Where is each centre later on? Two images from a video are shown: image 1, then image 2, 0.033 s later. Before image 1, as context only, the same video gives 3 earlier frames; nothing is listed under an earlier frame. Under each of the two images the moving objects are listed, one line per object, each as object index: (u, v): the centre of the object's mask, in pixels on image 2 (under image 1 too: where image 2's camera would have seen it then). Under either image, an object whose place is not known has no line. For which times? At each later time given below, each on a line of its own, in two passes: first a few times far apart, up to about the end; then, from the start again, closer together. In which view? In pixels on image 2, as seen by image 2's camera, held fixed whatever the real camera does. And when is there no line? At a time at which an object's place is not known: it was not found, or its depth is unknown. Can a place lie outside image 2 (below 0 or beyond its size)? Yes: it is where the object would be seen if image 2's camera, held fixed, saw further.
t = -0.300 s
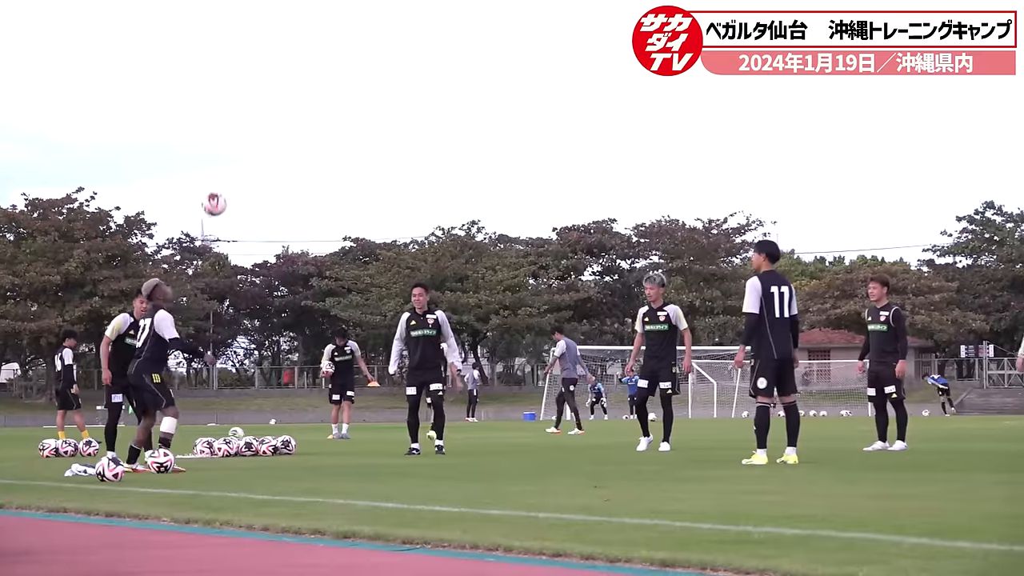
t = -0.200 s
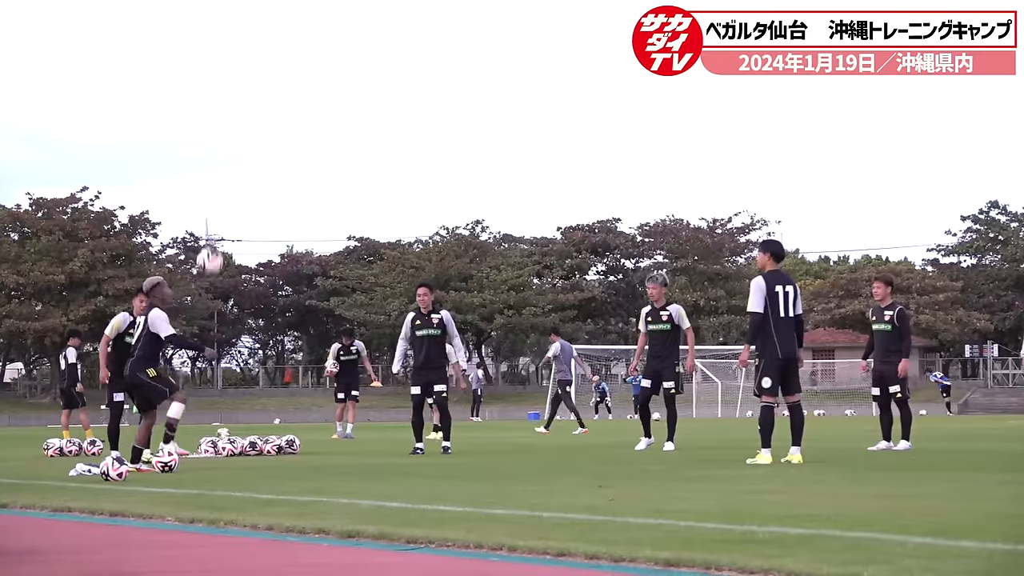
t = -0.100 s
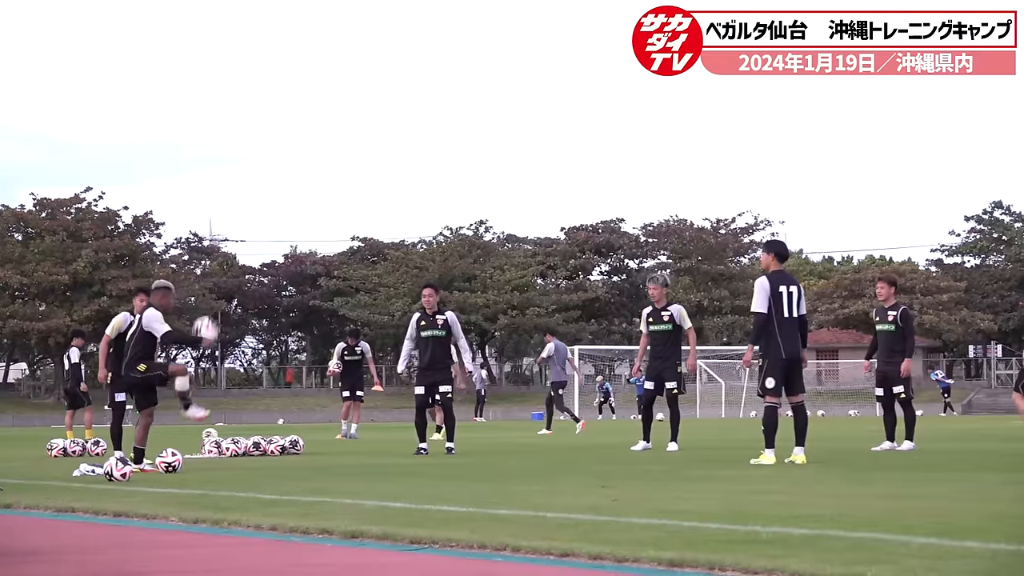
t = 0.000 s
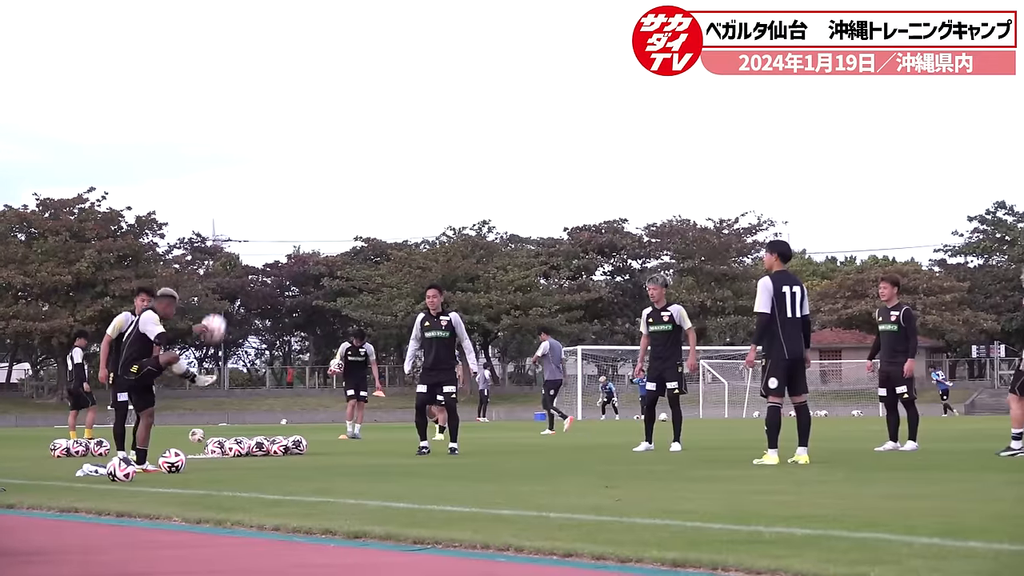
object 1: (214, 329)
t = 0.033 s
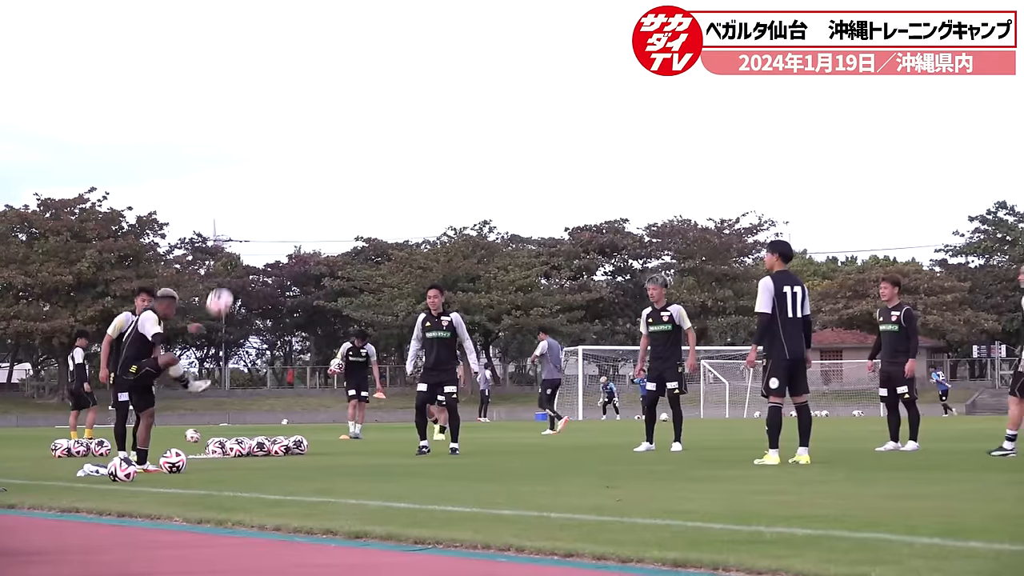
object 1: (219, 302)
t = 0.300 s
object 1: (264, 150)
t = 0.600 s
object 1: (311, 83)
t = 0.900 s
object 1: (355, 111)
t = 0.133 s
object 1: (238, 235)
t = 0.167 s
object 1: (243, 216)
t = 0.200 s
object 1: (248, 196)
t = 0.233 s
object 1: (254, 181)
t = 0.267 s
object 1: (259, 165)
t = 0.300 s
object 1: (264, 150)
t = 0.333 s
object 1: (270, 138)
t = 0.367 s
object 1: (275, 126)
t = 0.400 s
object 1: (281, 117)
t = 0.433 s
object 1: (286, 107)
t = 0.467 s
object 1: (291, 99)
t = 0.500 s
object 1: (296, 95)
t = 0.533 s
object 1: (301, 88)
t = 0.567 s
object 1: (306, 86)
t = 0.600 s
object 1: (311, 83)
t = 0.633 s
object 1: (317, 81)
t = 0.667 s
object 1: (322, 82)
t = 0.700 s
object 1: (326, 82)
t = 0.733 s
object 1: (331, 86)
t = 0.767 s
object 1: (336, 87)
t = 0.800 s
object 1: (341, 92)
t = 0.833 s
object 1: (345, 97)
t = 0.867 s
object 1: (350, 104)
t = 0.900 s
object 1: (355, 111)
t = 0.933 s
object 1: (359, 120)
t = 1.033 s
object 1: (373, 152)
